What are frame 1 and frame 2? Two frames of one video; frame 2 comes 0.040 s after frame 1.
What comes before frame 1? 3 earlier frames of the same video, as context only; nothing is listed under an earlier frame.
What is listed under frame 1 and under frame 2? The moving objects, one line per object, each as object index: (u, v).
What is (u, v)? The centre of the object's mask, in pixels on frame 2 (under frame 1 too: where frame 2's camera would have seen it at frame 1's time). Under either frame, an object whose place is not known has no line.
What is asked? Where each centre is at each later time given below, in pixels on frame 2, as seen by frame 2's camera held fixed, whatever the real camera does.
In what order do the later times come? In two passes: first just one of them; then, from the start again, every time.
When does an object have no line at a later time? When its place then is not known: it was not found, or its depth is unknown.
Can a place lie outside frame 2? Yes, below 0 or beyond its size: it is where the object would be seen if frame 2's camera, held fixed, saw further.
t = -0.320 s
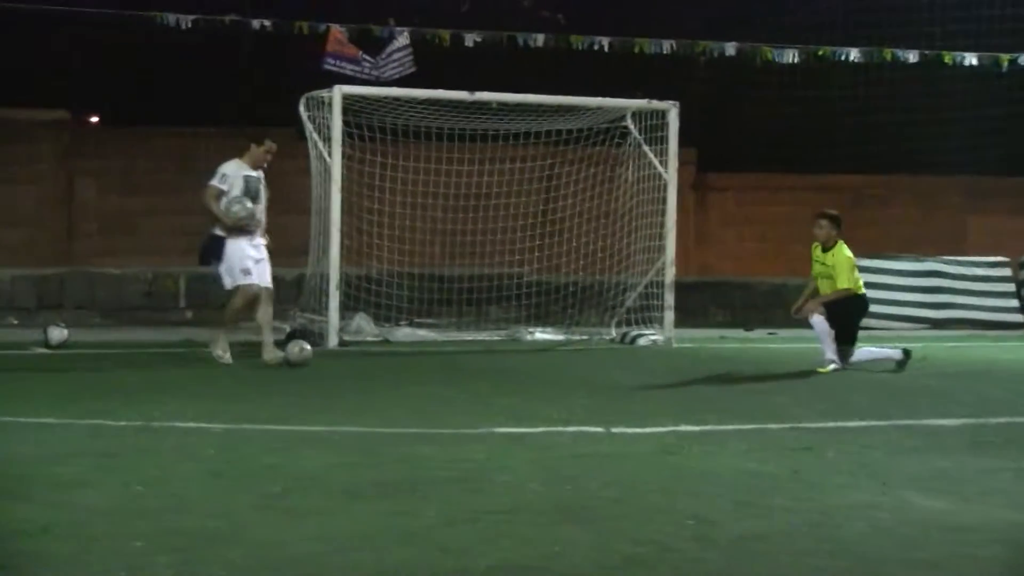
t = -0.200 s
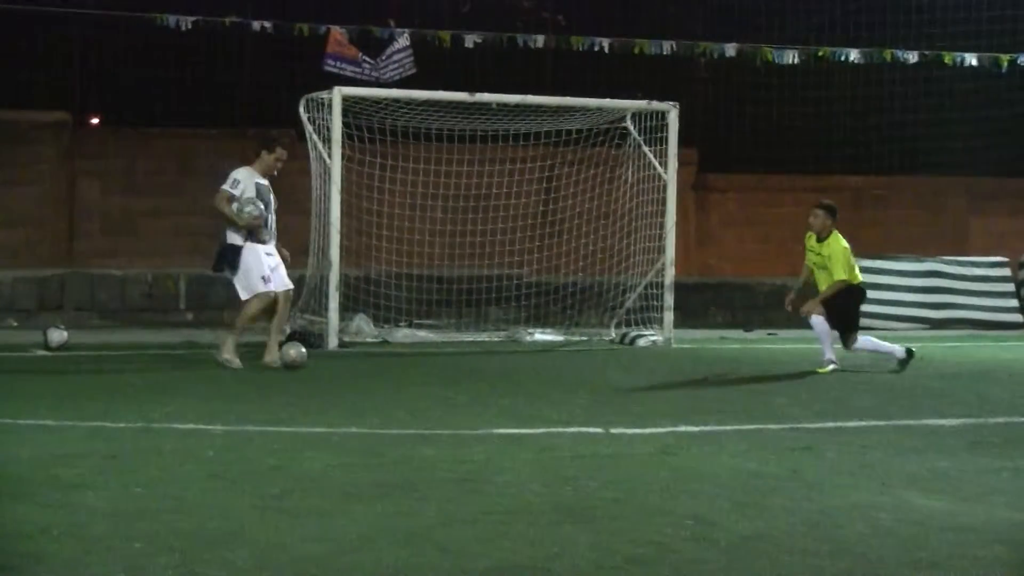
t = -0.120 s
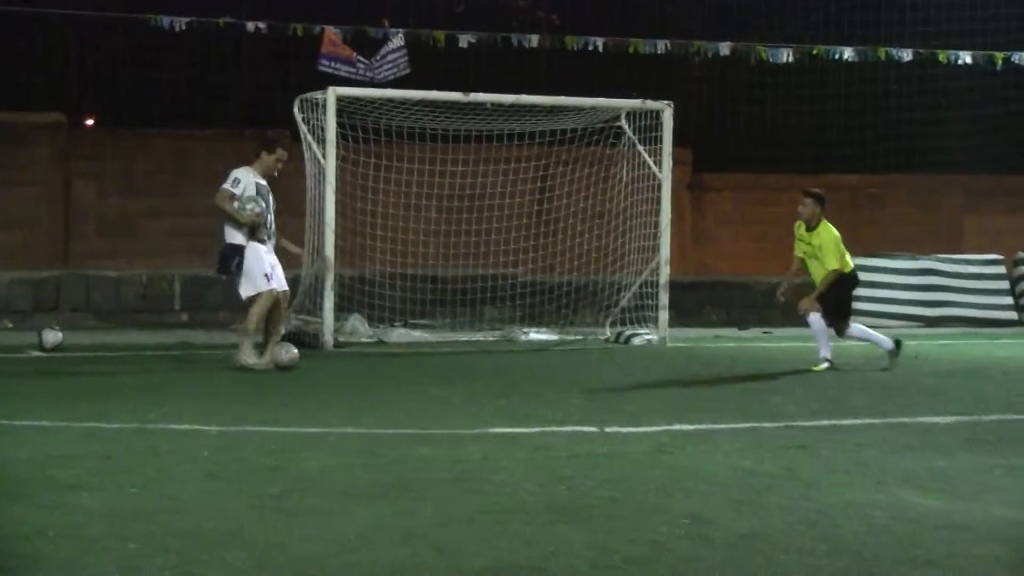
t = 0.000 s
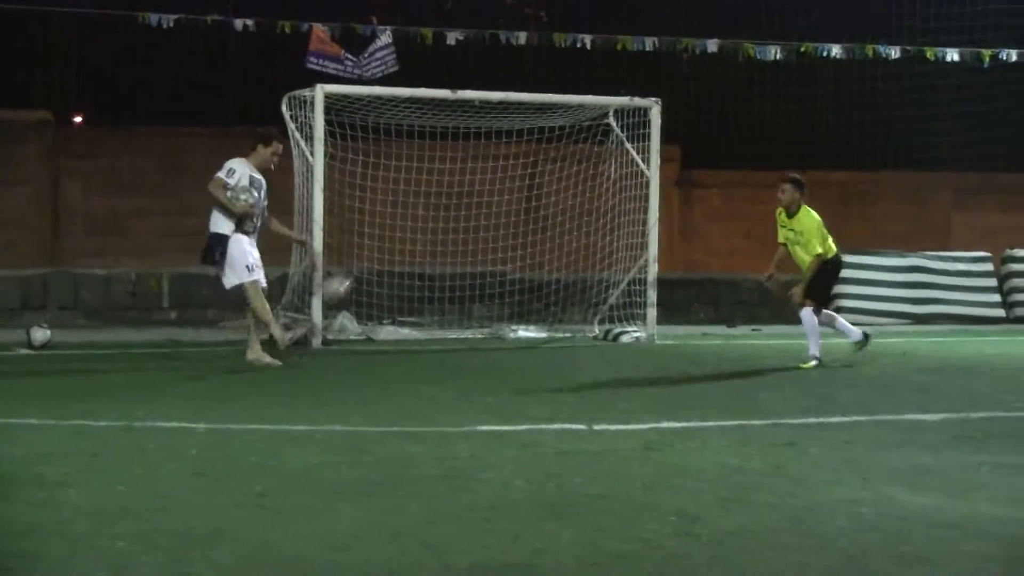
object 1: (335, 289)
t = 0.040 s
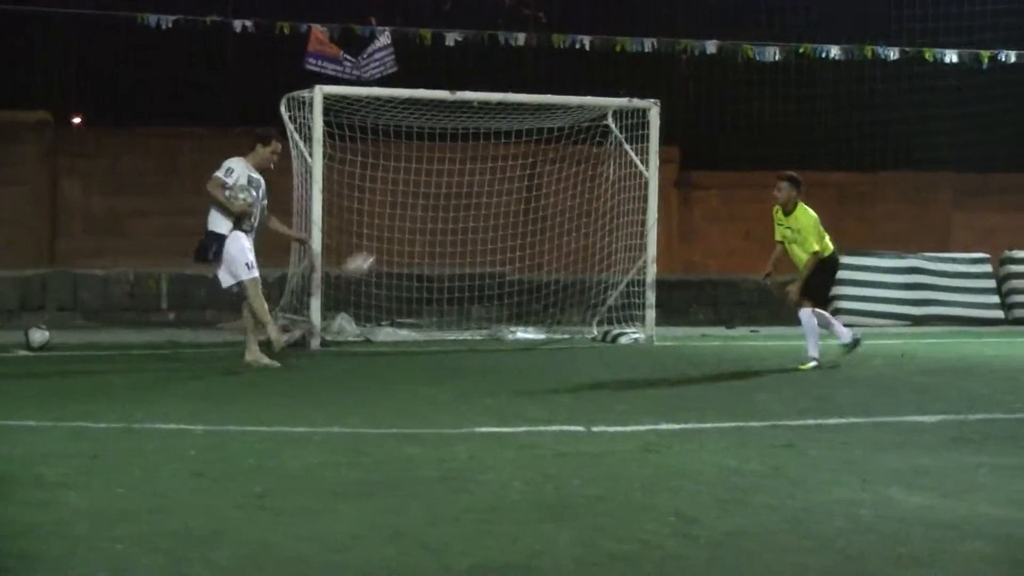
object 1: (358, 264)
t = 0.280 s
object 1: (500, 167)
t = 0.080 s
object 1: (383, 242)
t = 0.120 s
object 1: (406, 224)
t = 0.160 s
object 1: (430, 206)
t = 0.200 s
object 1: (454, 192)
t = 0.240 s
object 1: (477, 178)
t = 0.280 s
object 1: (500, 167)
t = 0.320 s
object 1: (525, 158)
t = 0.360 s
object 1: (548, 152)
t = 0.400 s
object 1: (571, 147)
